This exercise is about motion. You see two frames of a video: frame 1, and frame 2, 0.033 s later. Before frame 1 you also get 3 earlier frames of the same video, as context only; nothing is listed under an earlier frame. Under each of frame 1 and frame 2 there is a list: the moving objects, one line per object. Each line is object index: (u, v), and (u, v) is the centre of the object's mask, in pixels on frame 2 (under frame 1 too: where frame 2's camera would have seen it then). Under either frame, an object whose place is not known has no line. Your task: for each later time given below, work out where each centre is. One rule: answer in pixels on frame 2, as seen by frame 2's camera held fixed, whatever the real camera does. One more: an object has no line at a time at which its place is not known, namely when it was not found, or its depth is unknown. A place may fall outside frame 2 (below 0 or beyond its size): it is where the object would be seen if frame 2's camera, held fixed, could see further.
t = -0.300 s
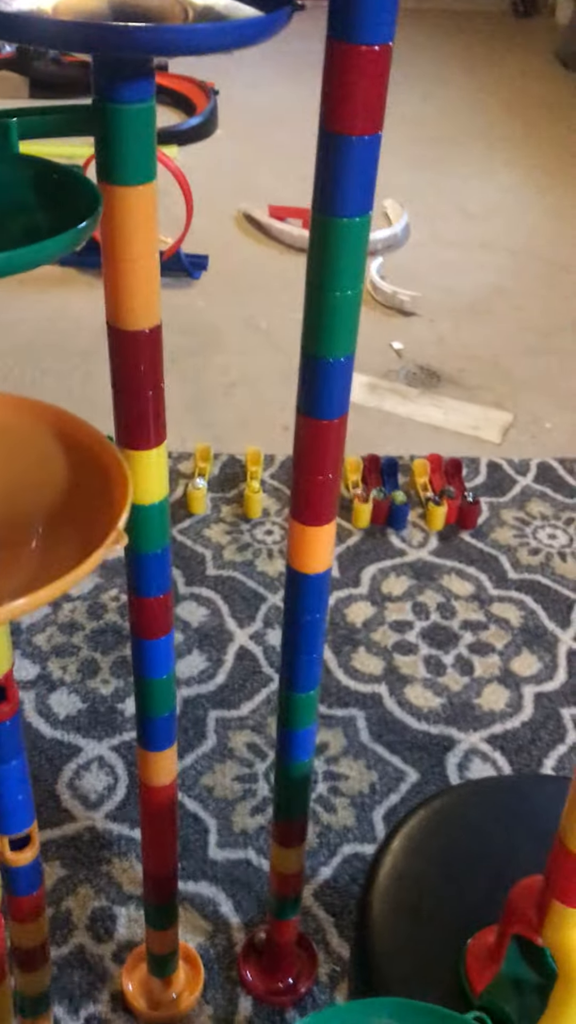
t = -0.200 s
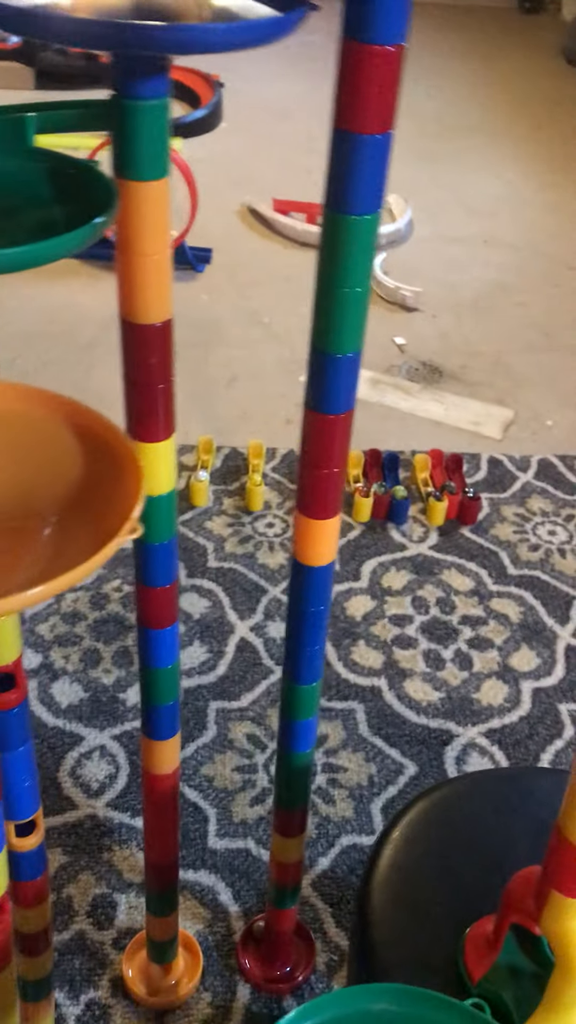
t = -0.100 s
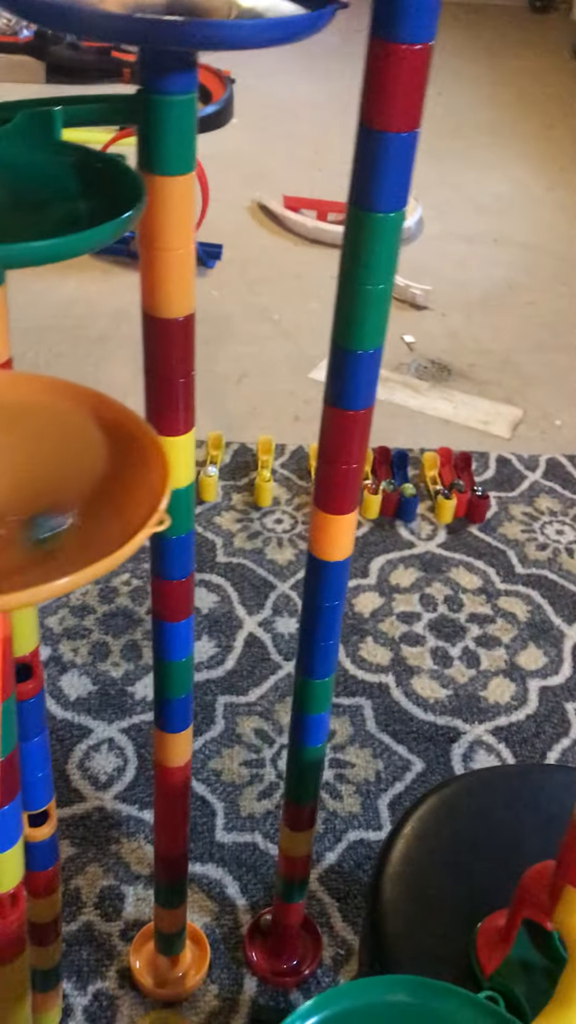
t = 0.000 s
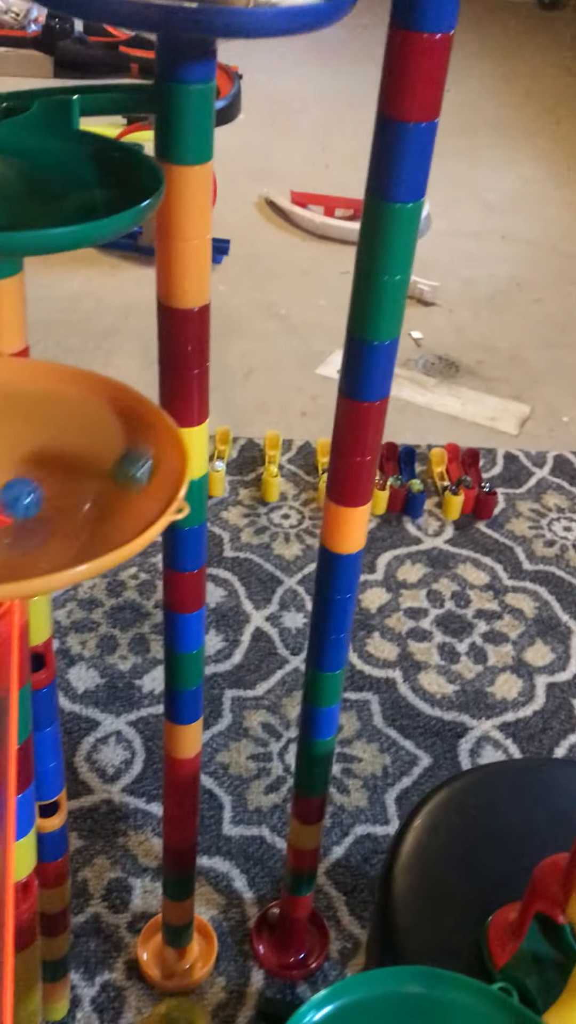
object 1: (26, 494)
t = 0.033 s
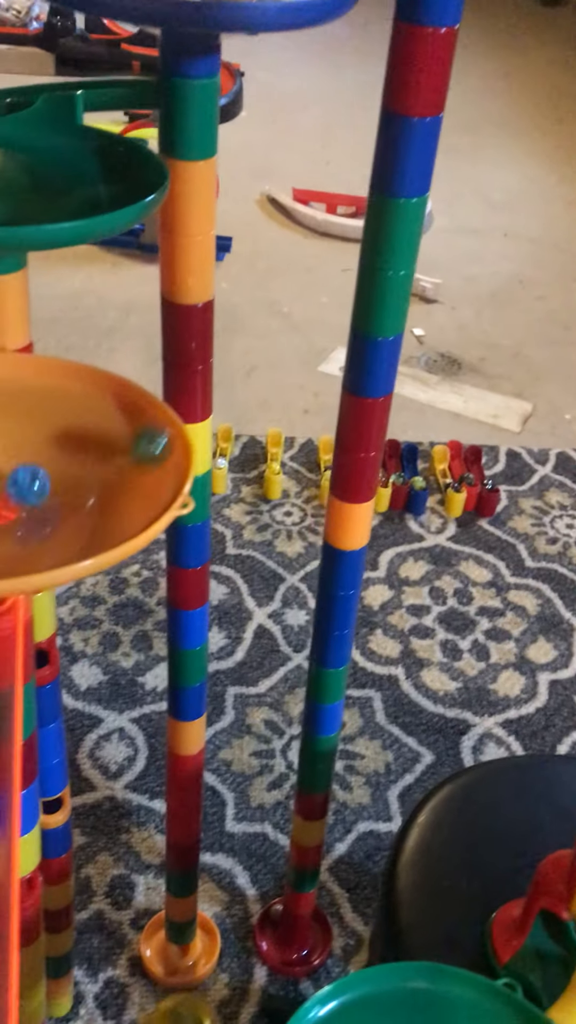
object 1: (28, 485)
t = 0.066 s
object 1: (23, 477)
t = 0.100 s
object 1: (12, 470)
